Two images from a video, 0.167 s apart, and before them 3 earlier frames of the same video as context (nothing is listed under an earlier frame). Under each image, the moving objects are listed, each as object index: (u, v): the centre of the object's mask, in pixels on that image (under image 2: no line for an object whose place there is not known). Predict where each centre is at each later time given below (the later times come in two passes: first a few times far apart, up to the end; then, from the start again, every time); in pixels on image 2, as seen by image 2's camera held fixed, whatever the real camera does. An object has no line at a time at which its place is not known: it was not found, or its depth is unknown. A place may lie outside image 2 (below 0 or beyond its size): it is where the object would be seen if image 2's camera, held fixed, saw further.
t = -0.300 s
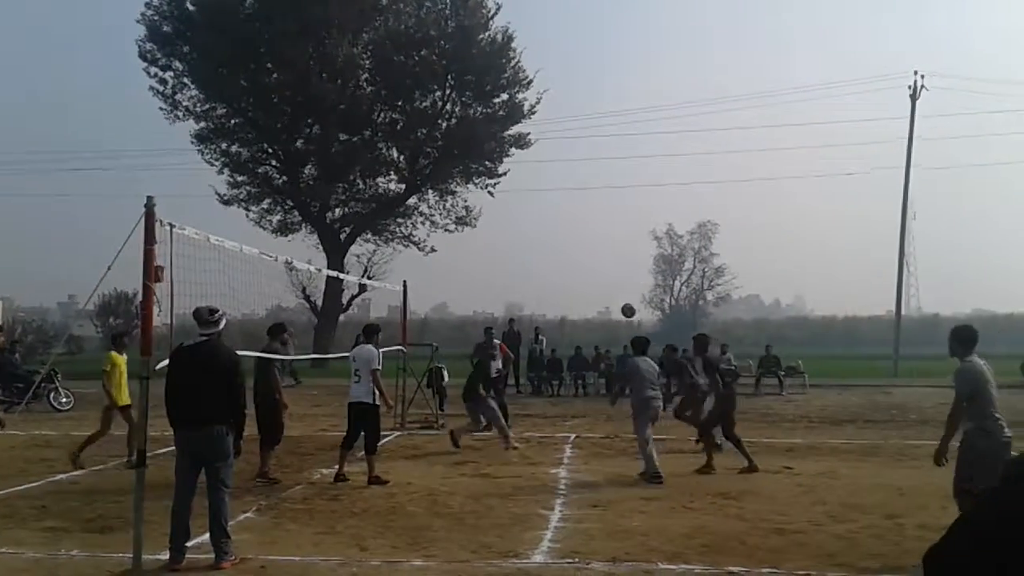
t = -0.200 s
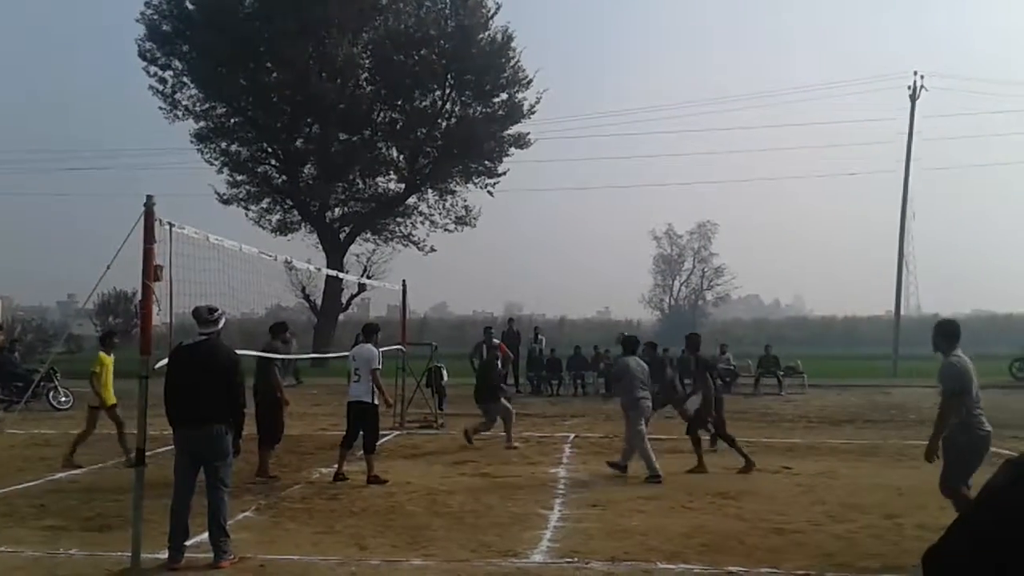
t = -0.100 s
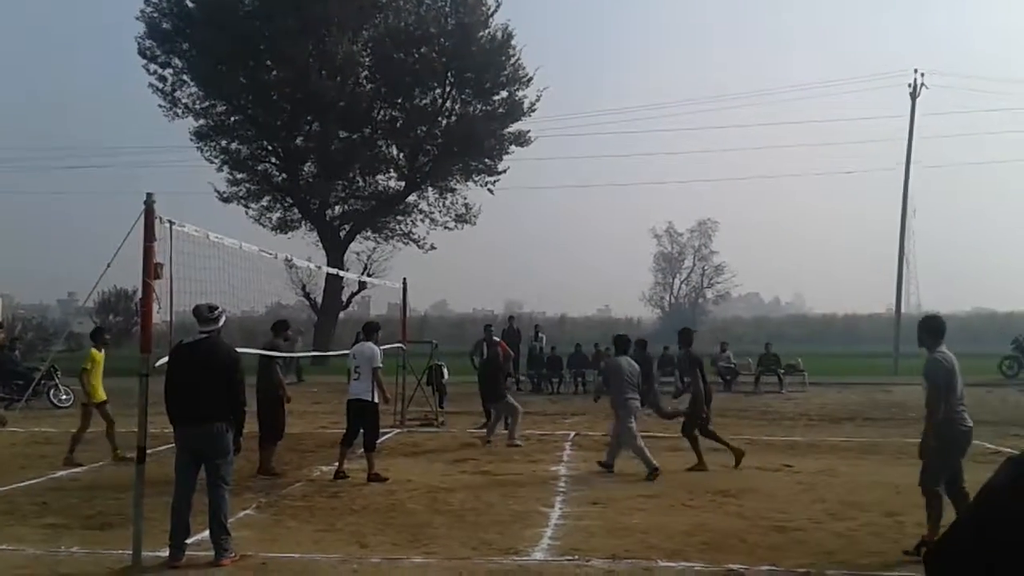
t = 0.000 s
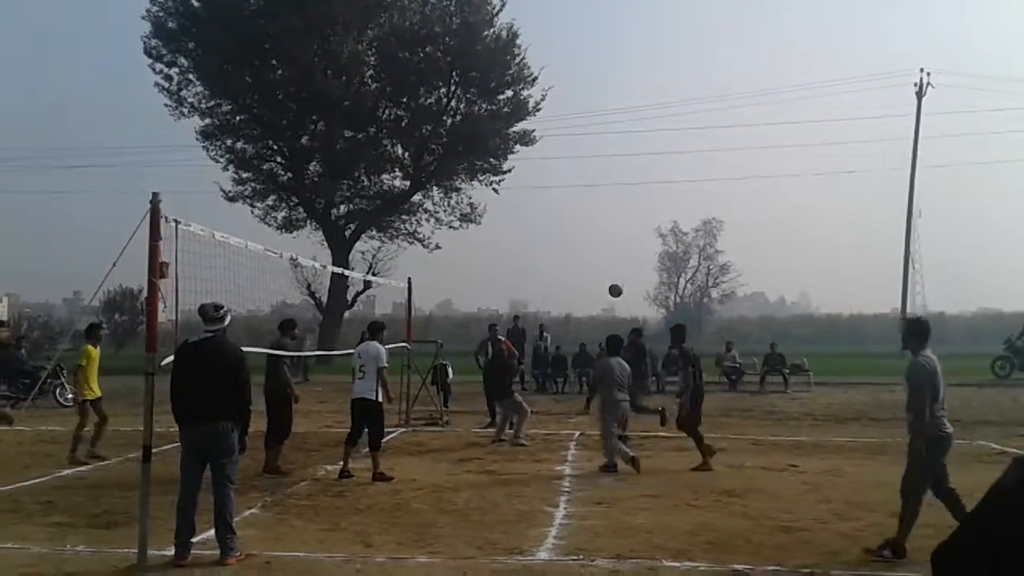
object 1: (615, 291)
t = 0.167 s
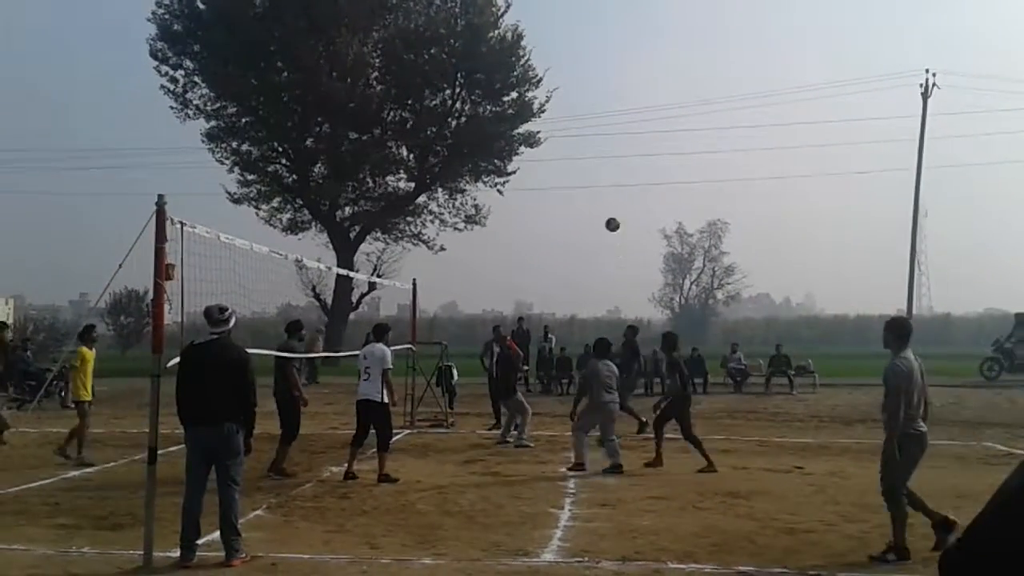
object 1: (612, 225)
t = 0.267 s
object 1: (608, 191)
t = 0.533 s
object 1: (597, 131)
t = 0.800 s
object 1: (586, 119)
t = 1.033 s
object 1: (577, 156)
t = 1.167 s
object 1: (570, 201)
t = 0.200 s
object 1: (611, 213)
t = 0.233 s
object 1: (609, 201)
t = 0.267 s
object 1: (608, 191)
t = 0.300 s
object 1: (607, 181)
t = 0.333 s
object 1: (605, 172)
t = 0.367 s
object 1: (604, 164)
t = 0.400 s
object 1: (602, 156)
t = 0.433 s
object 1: (601, 148)
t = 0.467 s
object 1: (600, 142)
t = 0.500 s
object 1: (598, 136)
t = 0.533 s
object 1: (597, 131)
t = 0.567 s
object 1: (596, 127)
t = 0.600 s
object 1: (594, 123)
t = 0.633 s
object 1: (593, 121)
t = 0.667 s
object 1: (591, 119)
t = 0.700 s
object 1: (590, 117)
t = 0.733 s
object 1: (589, 117)
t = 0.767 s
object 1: (588, 117)
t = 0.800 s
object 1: (586, 119)
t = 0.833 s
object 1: (585, 122)
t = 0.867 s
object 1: (583, 125)
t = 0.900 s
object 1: (582, 130)
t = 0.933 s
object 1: (581, 135)
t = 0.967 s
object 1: (579, 141)
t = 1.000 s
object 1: (578, 148)
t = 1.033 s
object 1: (577, 156)
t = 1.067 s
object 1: (575, 166)
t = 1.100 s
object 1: (574, 177)
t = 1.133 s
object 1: (572, 188)
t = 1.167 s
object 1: (570, 201)
